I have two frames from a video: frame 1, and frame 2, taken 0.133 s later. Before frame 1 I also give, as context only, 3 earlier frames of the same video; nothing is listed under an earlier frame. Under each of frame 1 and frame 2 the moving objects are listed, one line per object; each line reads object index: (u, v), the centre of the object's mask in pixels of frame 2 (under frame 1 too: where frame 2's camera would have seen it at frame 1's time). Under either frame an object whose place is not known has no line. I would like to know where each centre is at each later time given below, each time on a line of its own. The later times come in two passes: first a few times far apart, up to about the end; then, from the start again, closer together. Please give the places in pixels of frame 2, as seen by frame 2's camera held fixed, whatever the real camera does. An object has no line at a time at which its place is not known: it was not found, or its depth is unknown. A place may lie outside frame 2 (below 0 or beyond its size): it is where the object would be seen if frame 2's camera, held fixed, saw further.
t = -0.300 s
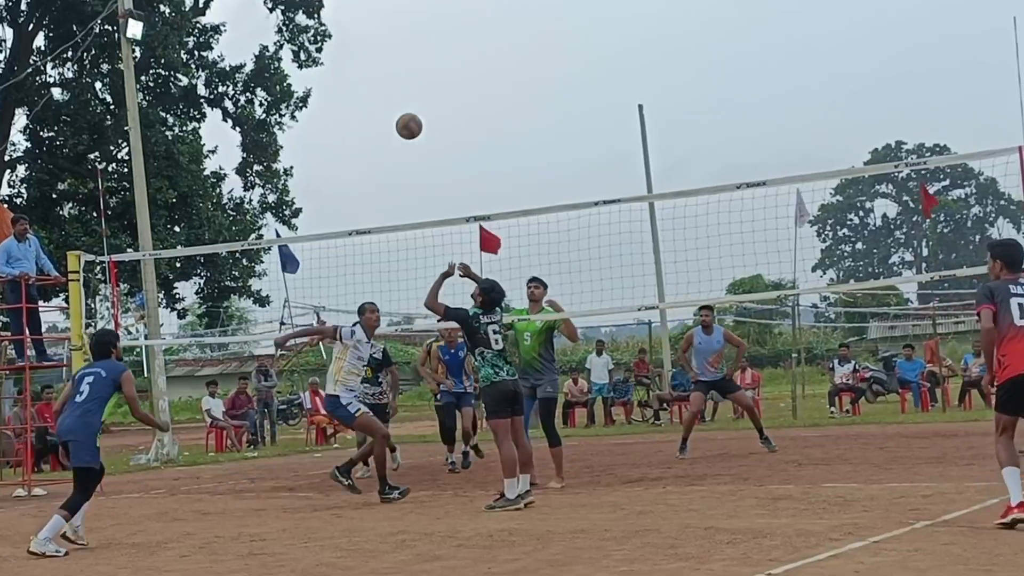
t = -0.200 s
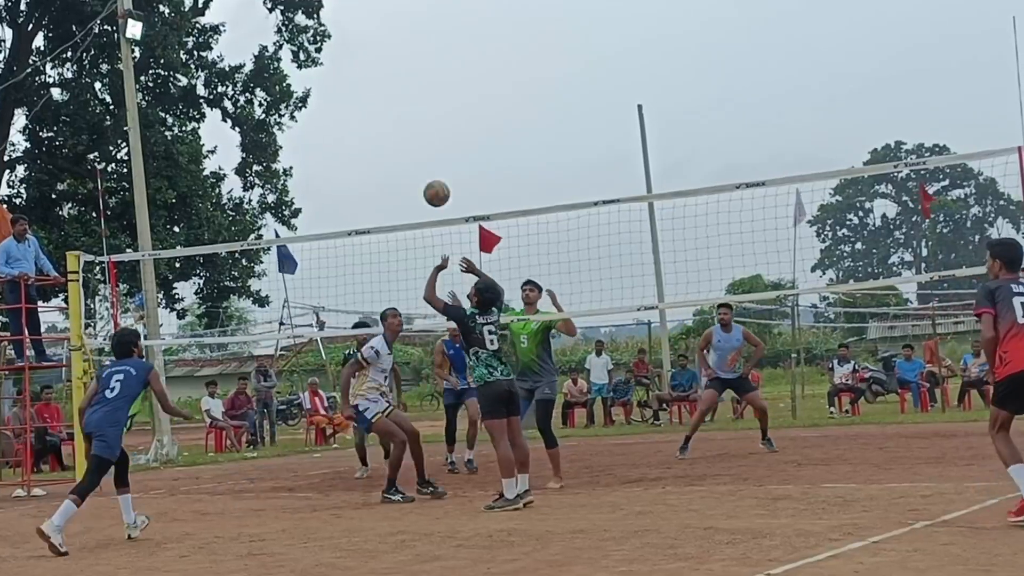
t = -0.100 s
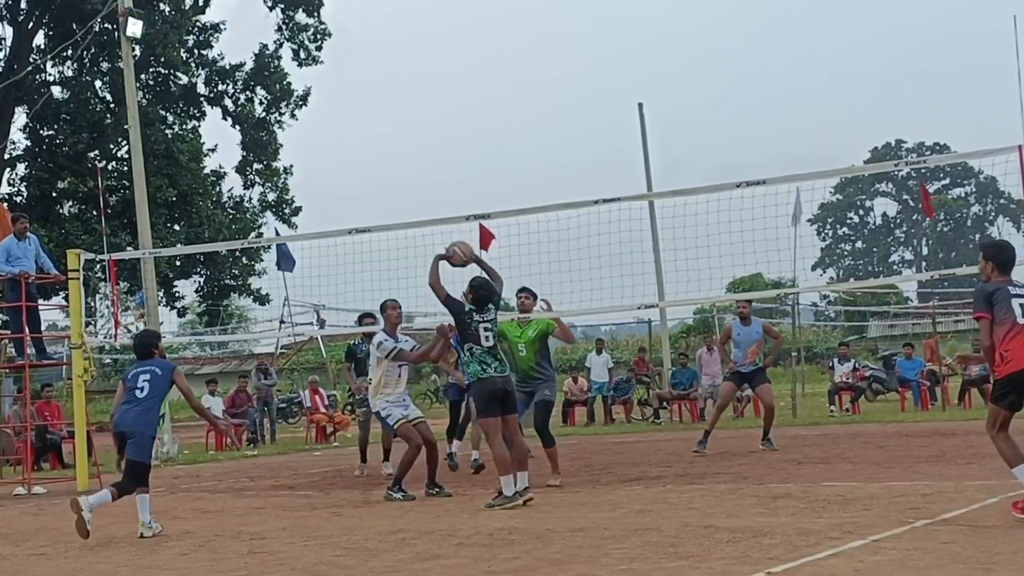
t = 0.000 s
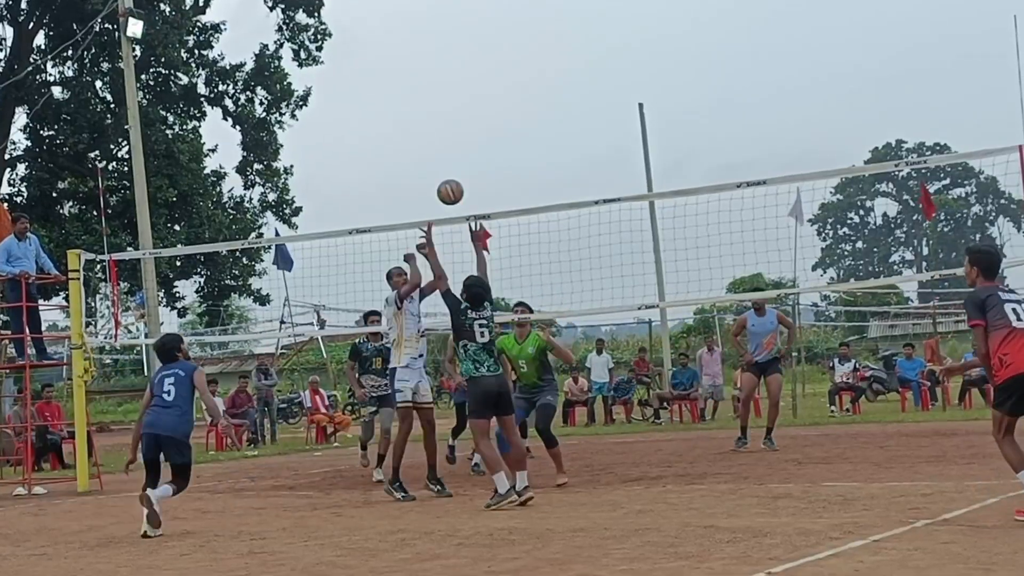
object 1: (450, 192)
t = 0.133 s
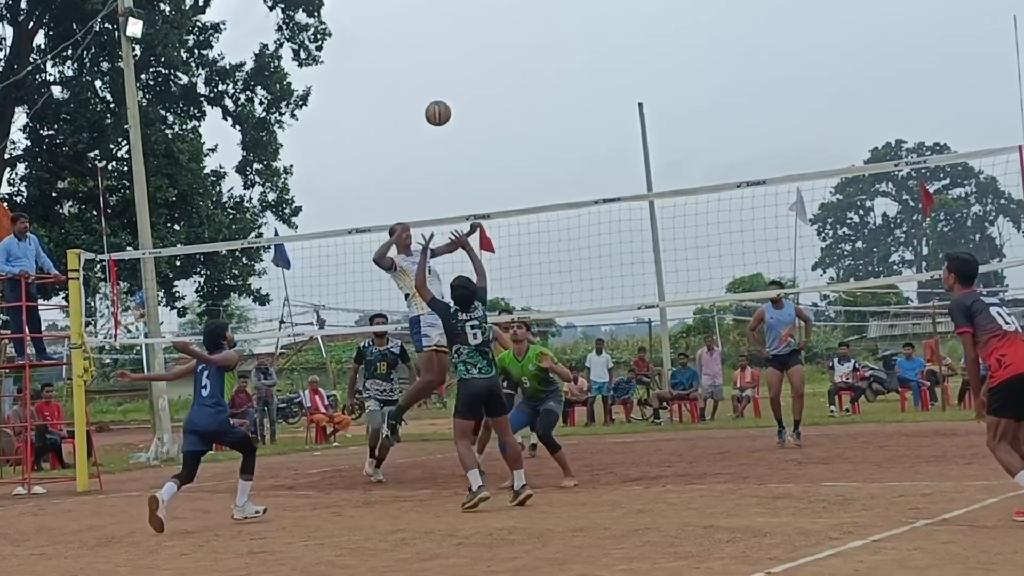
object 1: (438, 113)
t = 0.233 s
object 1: (430, 70)
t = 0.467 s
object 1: (416, 18)
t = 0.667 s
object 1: (409, 26)
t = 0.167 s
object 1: (435, 97)
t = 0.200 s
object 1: (433, 83)
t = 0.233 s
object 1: (430, 70)
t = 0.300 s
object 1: (426, 48)
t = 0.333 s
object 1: (423, 39)
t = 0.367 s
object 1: (422, 32)
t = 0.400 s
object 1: (419, 26)
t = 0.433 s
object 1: (418, 21)
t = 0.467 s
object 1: (416, 18)
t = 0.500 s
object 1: (415, 16)
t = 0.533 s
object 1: (413, 15)
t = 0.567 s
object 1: (412, 16)
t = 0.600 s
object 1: (411, 18)
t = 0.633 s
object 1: (410, 21)
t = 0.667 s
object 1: (409, 26)
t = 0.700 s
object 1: (408, 32)
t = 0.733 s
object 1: (407, 39)
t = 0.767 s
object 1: (406, 47)
